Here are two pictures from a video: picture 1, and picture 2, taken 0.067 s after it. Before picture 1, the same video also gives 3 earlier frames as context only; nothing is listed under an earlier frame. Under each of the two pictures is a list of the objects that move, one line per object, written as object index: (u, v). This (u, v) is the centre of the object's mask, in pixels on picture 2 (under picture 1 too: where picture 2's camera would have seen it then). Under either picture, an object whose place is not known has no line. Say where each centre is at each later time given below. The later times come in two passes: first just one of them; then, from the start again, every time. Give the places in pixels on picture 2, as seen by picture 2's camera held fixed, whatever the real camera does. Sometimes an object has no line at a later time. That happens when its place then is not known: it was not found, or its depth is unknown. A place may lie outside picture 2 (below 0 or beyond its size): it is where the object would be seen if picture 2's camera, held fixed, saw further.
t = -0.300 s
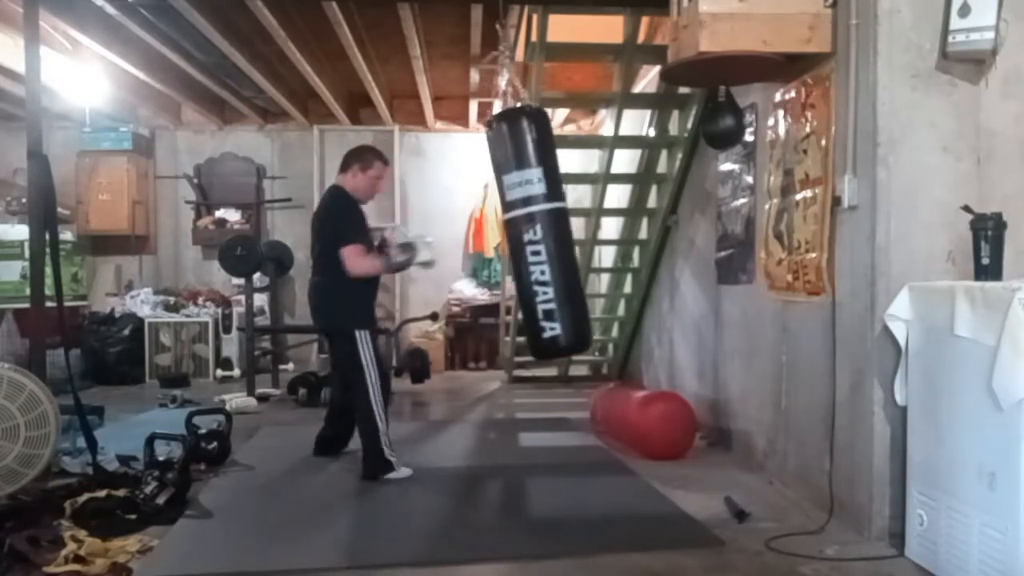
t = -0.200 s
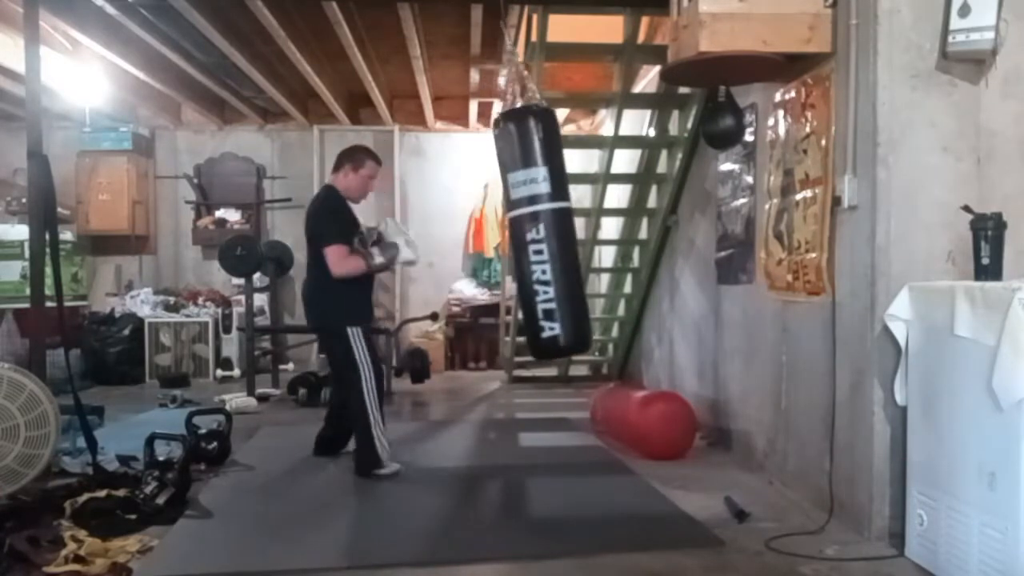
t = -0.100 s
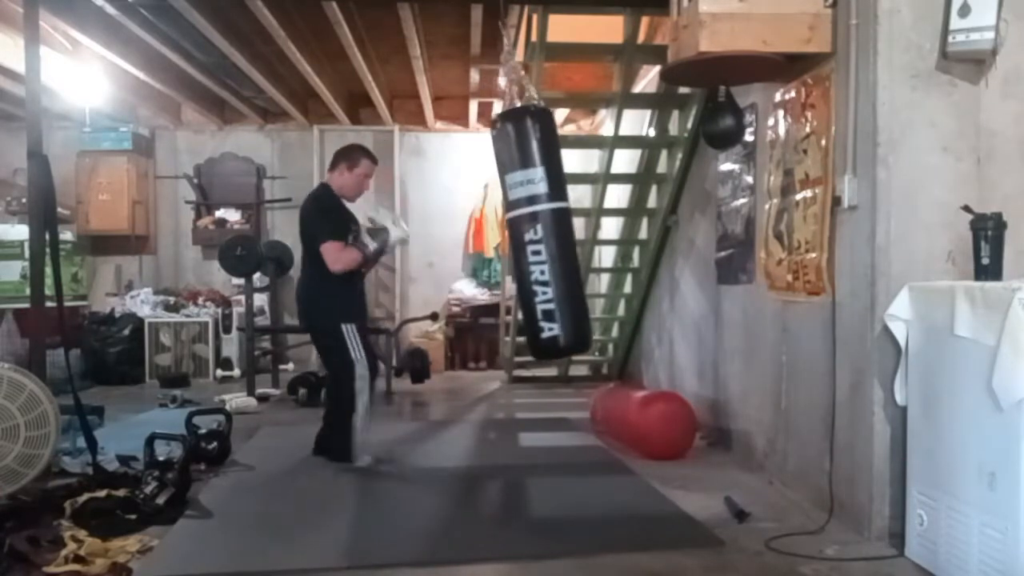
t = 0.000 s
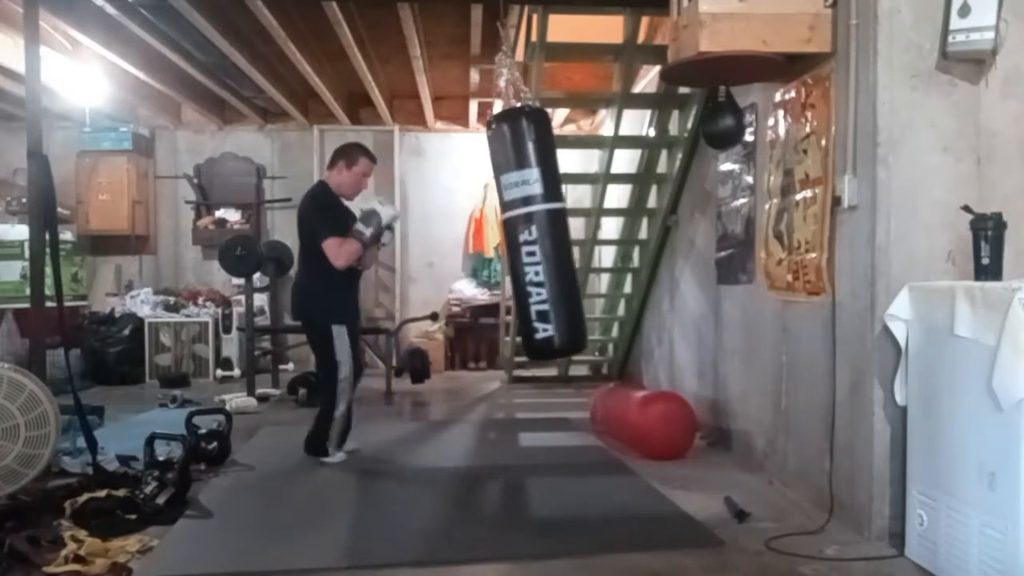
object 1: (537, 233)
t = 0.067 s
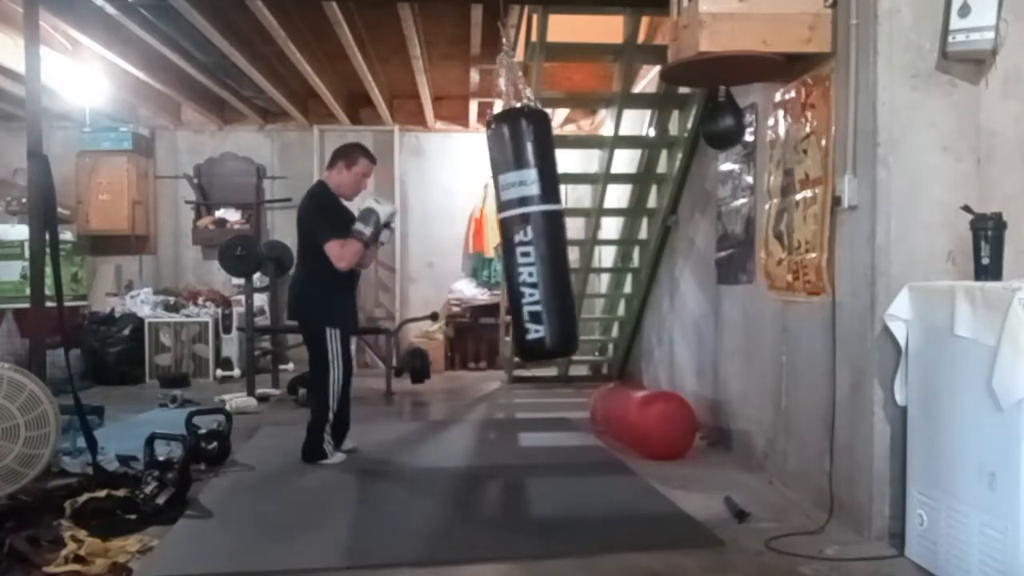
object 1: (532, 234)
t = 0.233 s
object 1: (517, 235)
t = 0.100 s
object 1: (530, 234)
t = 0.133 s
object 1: (527, 235)
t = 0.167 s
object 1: (524, 235)
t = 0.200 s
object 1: (521, 235)
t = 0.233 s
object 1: (517, 235)
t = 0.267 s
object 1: (513, 234)
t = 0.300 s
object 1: (510, 234)
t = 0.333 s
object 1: (506, 234)
